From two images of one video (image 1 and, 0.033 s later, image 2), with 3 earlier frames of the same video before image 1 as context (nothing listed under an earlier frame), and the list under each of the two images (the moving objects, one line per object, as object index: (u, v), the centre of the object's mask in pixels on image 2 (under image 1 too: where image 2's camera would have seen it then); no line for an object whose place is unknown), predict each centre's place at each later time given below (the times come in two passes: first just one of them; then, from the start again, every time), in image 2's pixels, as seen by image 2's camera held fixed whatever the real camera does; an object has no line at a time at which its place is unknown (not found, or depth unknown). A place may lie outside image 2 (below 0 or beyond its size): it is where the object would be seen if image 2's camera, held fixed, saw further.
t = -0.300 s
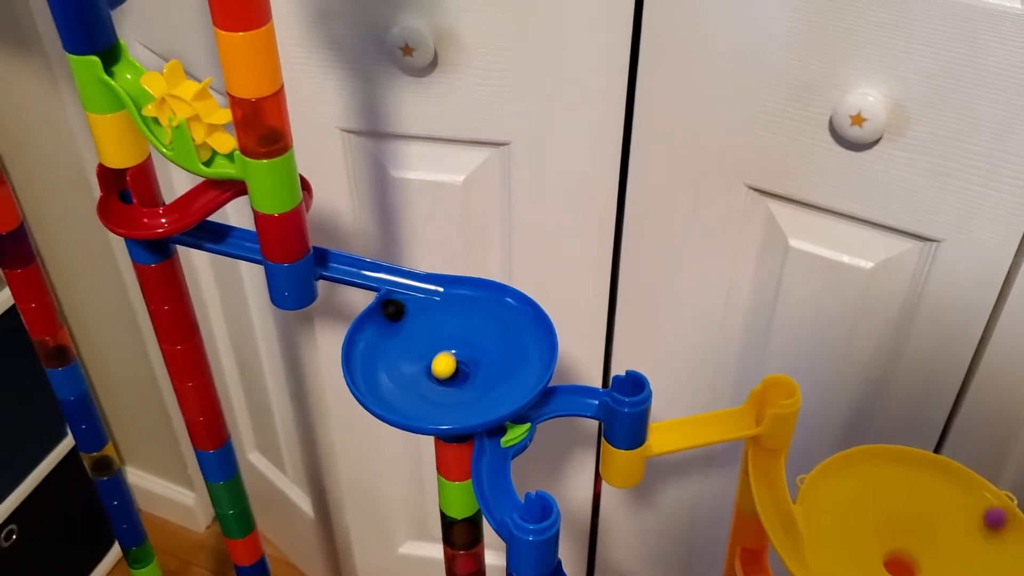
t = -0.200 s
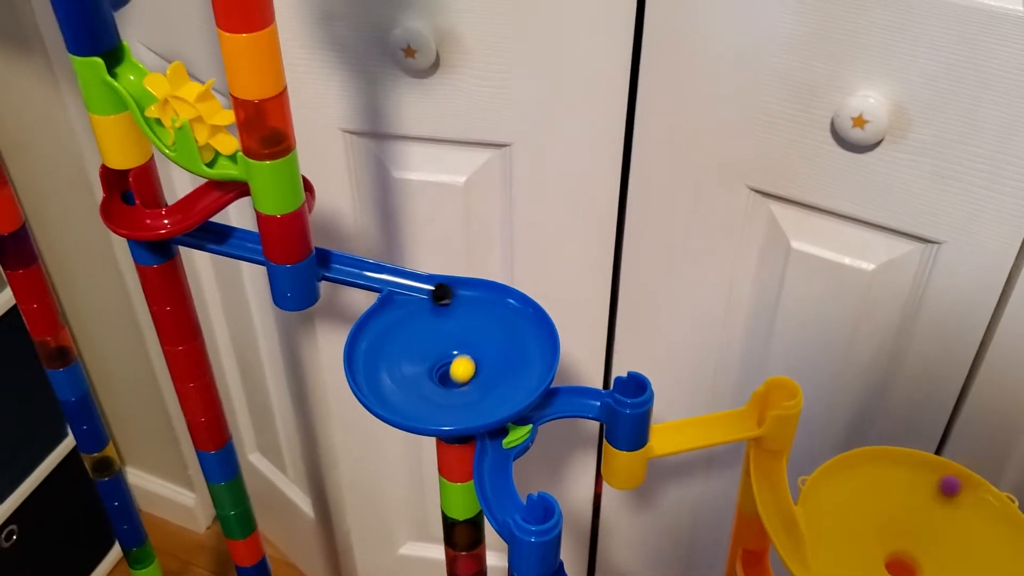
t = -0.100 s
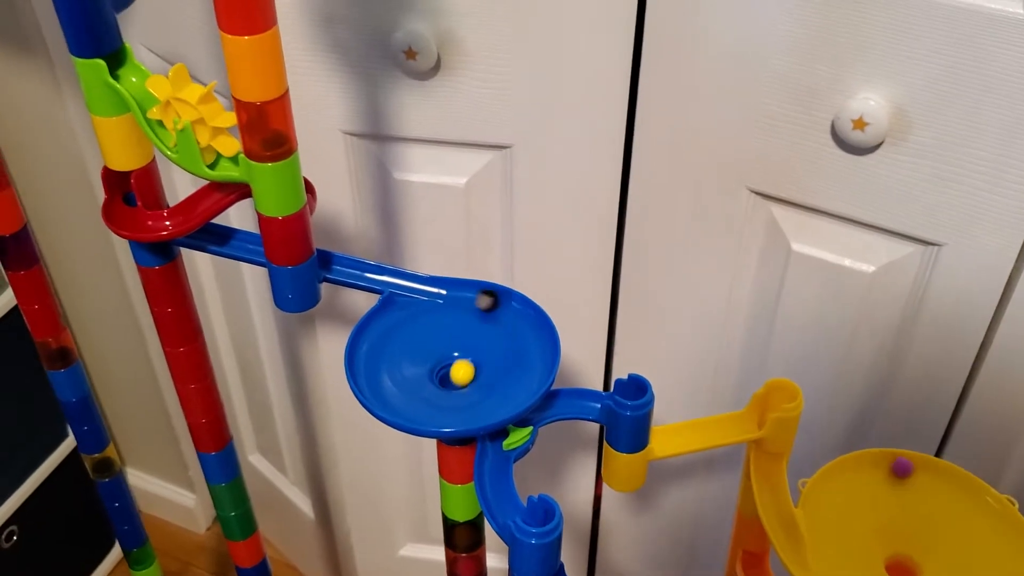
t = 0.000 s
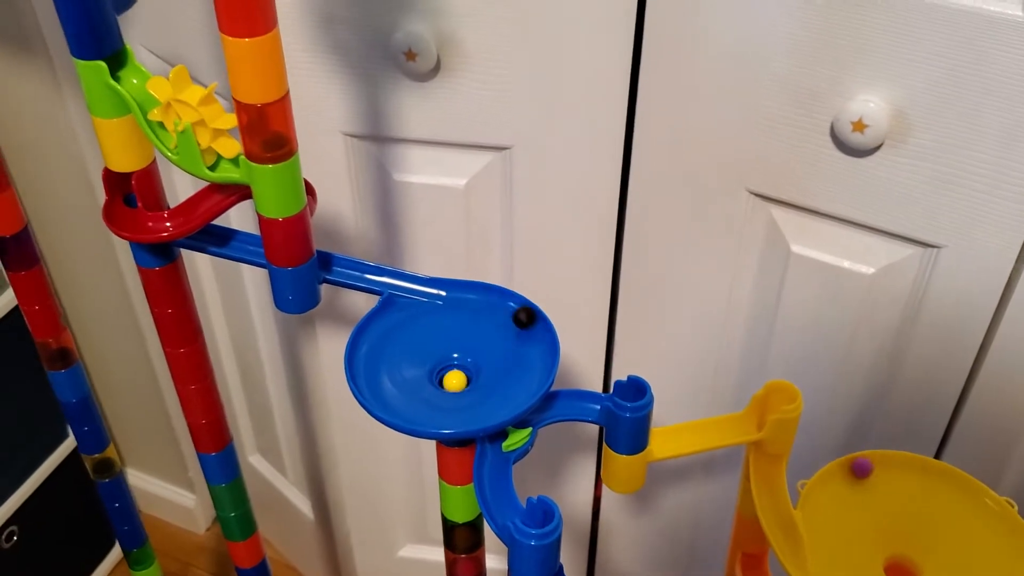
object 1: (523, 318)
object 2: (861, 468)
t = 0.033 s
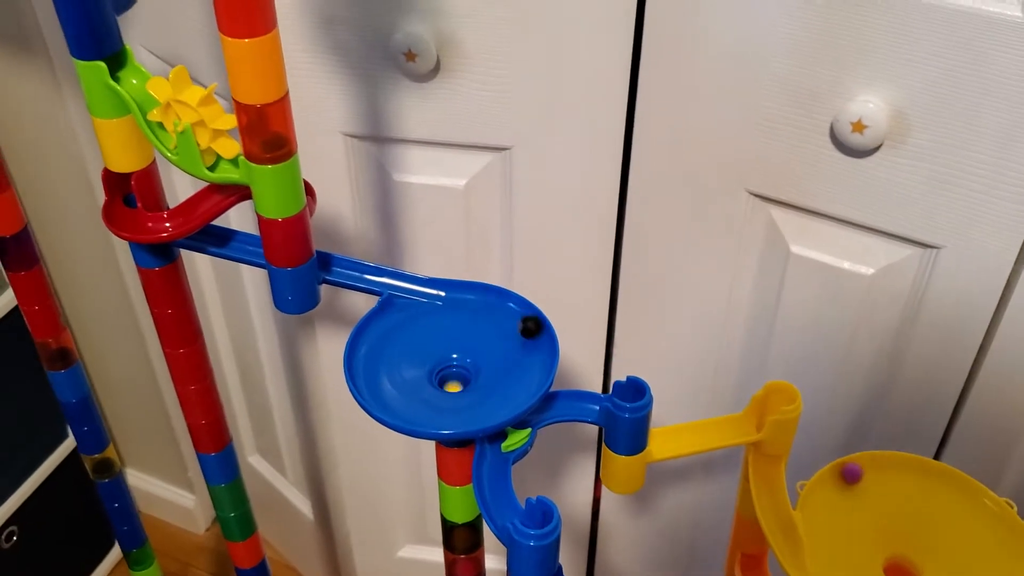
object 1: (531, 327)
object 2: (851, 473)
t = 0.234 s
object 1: (531, 383)
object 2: (846, 543)
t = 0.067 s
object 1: (536, 336)
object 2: (844, 480)
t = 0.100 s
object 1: (540, 346)
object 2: (839, 489)
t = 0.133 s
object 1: (541, 356)
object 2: (837, 500)
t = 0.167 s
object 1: (541, 366)
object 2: (836, 513)
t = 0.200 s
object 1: (537, 375)
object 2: (839, 527)
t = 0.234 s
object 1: (531, 383)
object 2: (846, 543)
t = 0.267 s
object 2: (858, 560)
